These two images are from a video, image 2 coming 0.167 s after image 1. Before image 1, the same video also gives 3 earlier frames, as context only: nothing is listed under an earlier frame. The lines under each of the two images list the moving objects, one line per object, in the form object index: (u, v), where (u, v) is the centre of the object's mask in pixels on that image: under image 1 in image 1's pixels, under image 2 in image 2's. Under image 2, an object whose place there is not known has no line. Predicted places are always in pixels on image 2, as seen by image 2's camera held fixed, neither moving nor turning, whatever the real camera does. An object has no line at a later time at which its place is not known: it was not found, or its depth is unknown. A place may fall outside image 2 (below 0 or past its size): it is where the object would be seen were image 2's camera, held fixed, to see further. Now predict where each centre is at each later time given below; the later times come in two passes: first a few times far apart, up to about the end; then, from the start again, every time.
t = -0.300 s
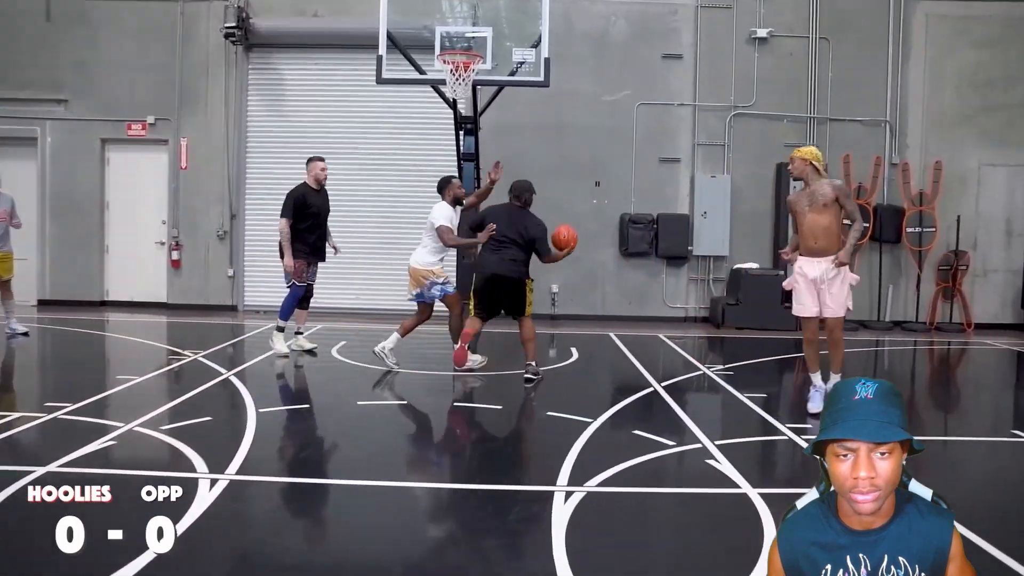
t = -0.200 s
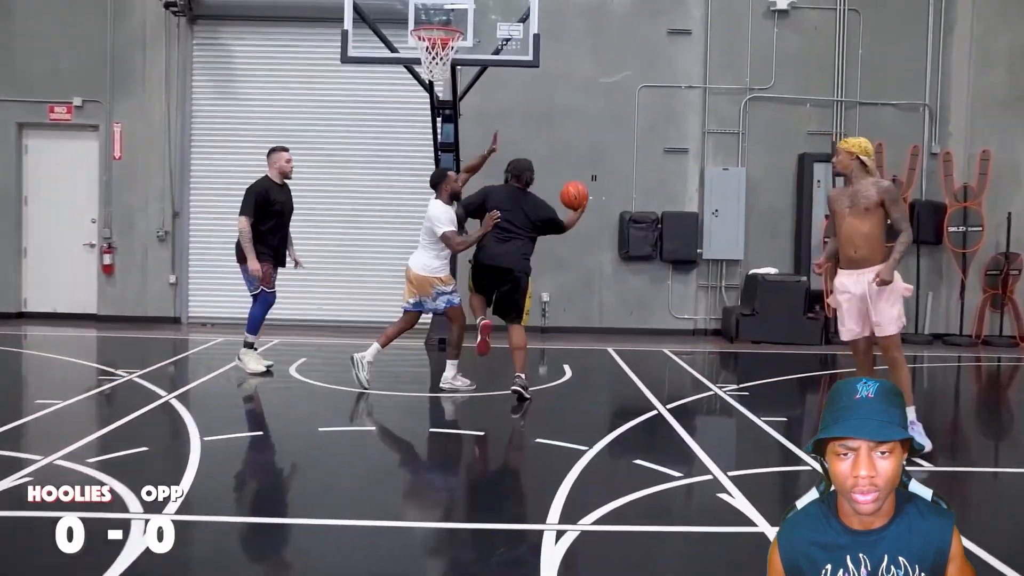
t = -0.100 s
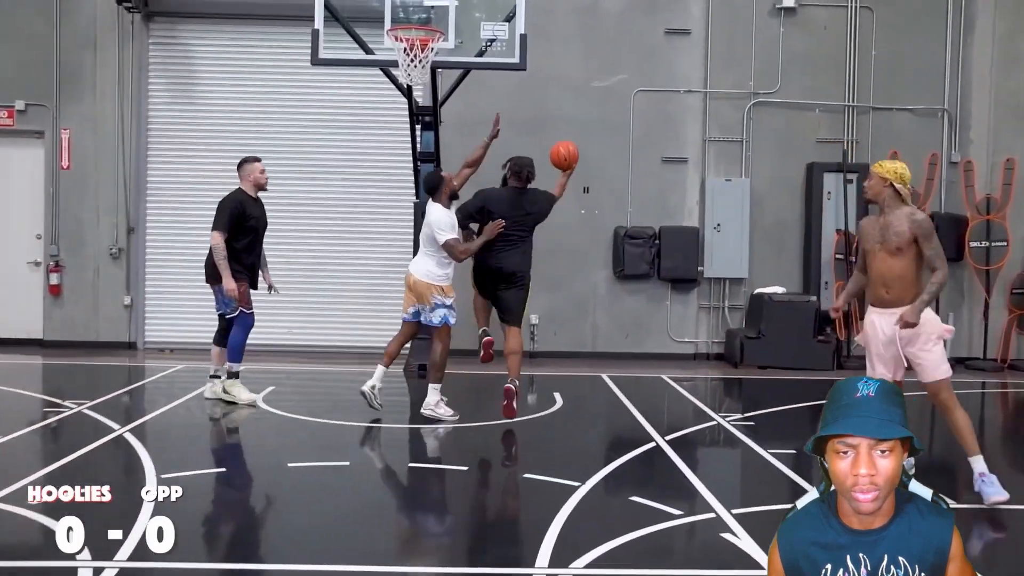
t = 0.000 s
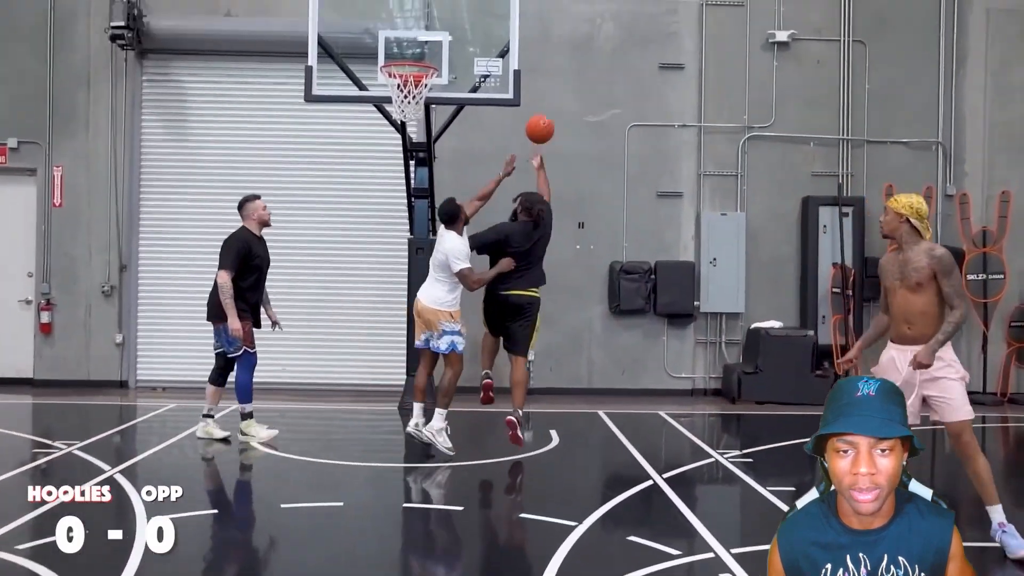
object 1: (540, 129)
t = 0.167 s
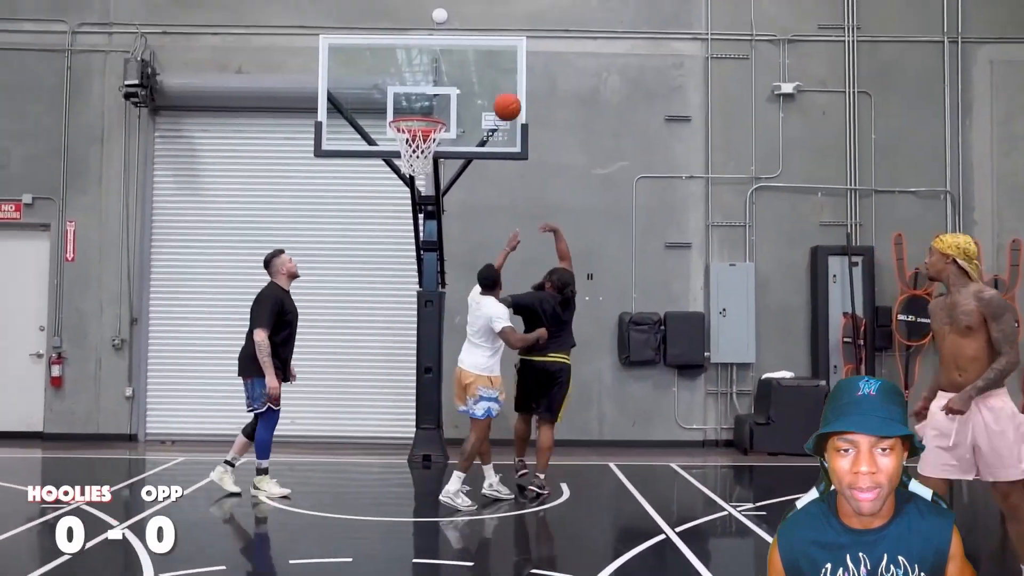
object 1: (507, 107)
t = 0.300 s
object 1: (477, 71)
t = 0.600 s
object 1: (436, 53)
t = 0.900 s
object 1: (399, 95)
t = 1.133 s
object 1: (383, 110)
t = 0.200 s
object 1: (499, 96)
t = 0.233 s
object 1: (491, 87)
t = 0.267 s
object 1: (483, 79)
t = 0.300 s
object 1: (477, 71)
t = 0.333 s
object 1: (473, 65)
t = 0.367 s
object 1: (468, 59)
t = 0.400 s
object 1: (464, 54)
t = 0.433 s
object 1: (459, 51)
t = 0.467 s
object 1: (454, 49)
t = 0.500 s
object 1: (450, 48)
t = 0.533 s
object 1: (446, 48)
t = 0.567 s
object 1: (440, 50)
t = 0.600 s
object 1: (436, 53)
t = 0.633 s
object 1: (431, 57)
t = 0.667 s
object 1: (427, 63)
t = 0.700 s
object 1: (422, 70)
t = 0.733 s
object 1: (416, 78)
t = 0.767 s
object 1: (412, 87)
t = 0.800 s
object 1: (407, 99)
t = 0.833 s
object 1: (404, 102)
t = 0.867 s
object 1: (401, 98)
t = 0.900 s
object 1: (399, 95)
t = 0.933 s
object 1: (397, 93)
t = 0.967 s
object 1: (395, 93)
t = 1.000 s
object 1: (392, 94)
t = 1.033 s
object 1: (390, 96)
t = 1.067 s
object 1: (388, 99)
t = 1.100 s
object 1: (386, 104)
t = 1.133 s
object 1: (383, 110)
